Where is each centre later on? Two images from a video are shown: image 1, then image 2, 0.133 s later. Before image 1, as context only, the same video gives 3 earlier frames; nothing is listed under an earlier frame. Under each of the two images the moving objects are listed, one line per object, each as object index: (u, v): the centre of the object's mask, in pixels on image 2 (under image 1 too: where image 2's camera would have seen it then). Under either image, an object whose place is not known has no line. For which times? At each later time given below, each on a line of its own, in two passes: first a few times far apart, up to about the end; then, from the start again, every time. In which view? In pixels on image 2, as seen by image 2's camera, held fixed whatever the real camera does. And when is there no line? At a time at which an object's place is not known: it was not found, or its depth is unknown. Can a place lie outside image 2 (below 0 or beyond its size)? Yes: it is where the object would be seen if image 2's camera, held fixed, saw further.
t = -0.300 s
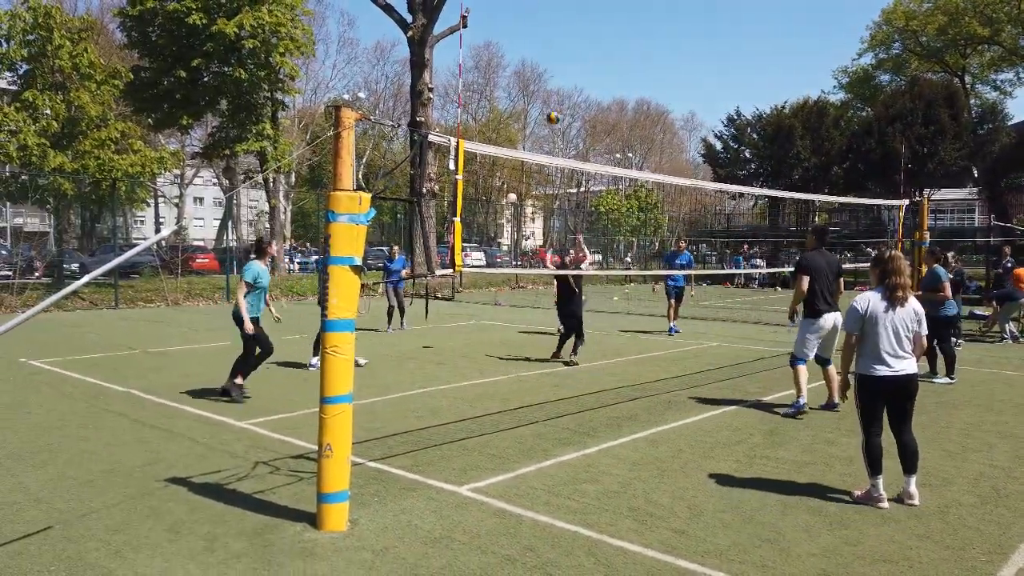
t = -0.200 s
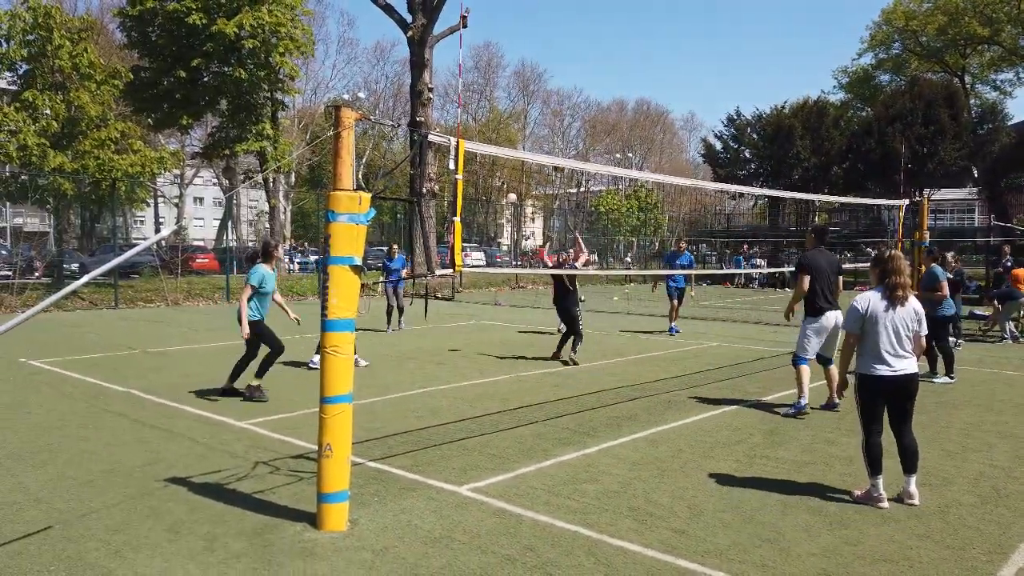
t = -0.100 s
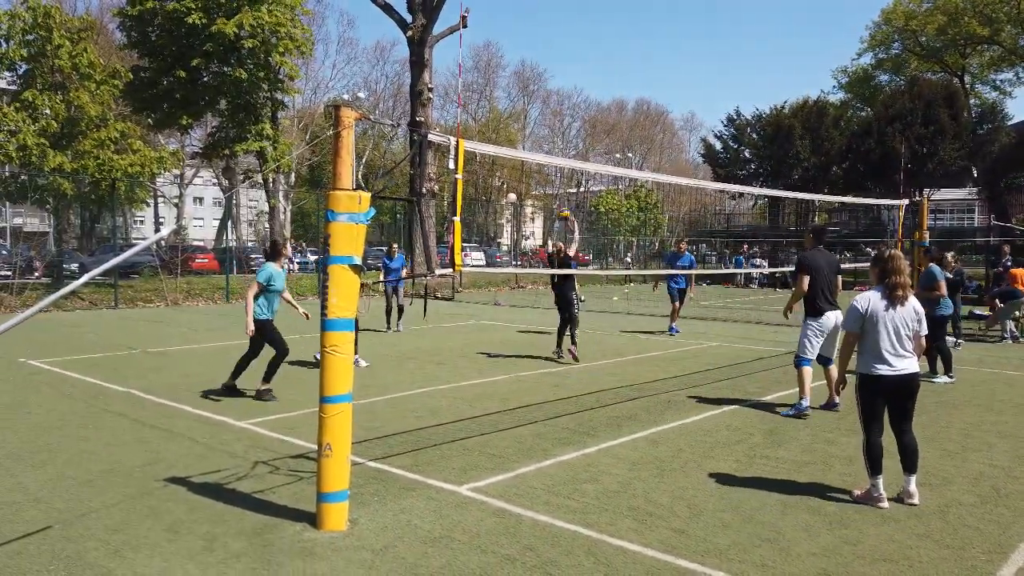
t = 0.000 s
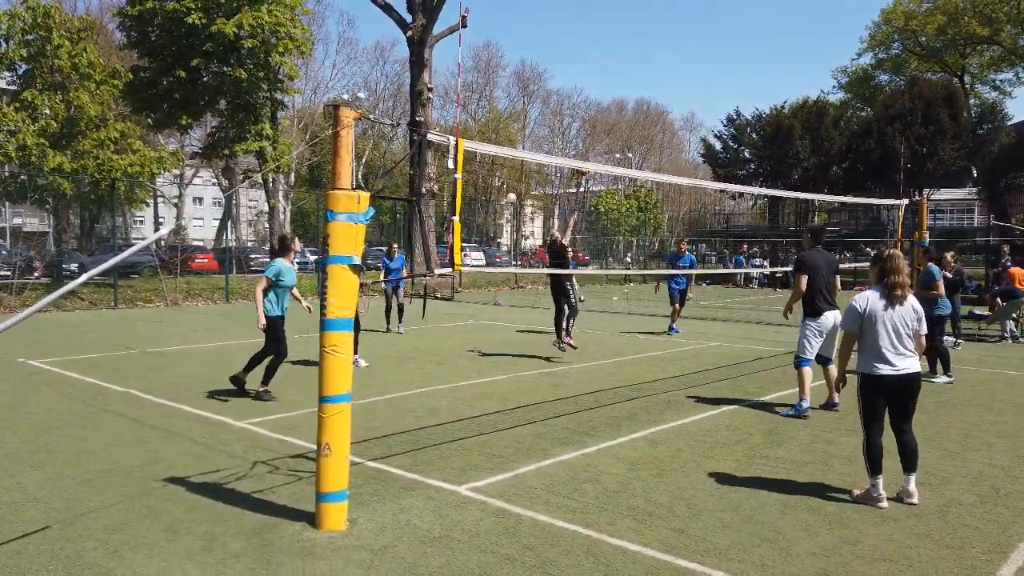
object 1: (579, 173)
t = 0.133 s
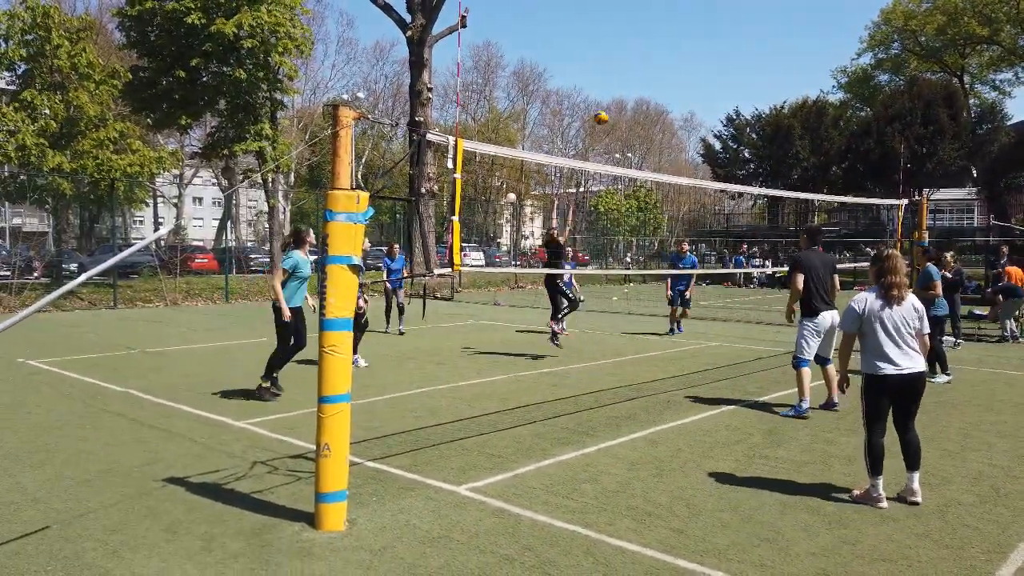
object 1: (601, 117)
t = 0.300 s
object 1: (627, 70)
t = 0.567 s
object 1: (667, 37)
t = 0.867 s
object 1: (708, 59)
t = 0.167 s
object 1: (606, 107)
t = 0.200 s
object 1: (611, 96)
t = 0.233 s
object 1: (617, 86)
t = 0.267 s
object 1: (622, 78)
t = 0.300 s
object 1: (627, 70)
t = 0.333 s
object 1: (633, 63)
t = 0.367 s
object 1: (638, 58)
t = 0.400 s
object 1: (643, 52)
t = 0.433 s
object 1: (648, 48)
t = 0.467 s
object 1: (653, 44)
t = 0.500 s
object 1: (658, 41)
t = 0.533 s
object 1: (662, 39)
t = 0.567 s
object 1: (667, 37)
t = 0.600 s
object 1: (672, 37)
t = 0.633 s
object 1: (677, 37)
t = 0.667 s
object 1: (681, 38)
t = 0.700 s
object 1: (686, 40)
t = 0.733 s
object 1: (690, 42)
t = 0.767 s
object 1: (695, 45)
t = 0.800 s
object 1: (699, 49)
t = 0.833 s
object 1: (703, 53)
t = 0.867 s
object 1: (708, 59)
